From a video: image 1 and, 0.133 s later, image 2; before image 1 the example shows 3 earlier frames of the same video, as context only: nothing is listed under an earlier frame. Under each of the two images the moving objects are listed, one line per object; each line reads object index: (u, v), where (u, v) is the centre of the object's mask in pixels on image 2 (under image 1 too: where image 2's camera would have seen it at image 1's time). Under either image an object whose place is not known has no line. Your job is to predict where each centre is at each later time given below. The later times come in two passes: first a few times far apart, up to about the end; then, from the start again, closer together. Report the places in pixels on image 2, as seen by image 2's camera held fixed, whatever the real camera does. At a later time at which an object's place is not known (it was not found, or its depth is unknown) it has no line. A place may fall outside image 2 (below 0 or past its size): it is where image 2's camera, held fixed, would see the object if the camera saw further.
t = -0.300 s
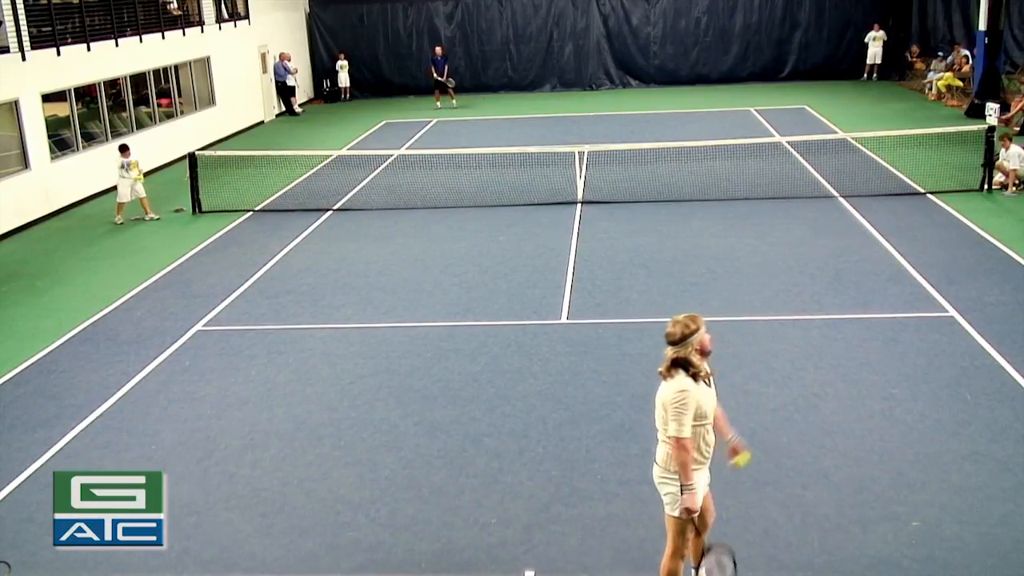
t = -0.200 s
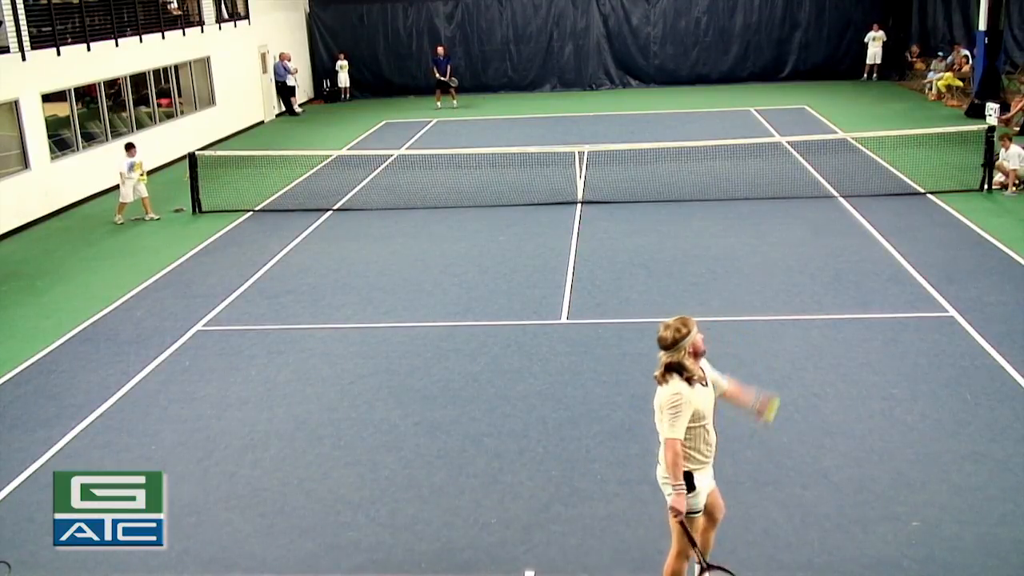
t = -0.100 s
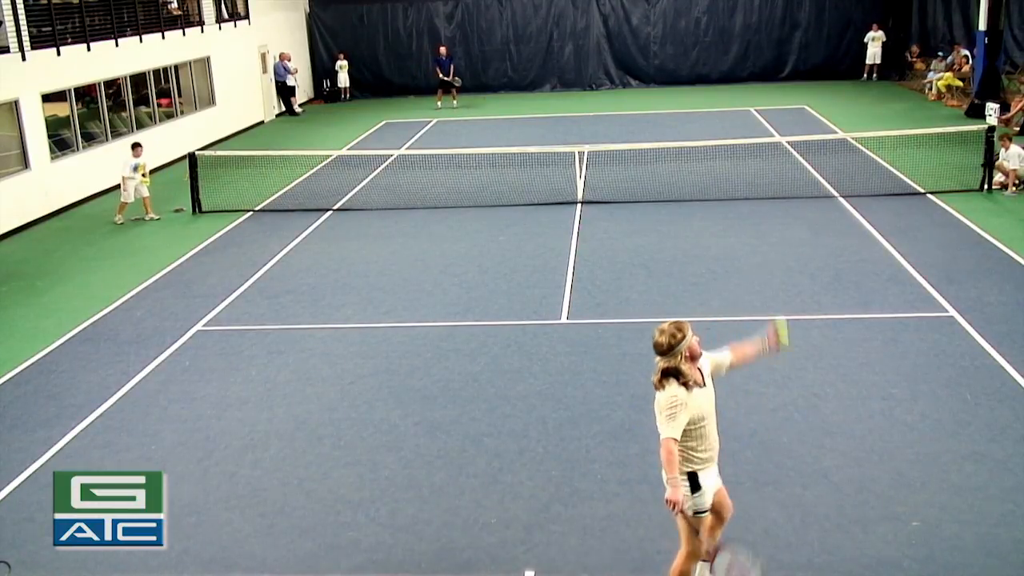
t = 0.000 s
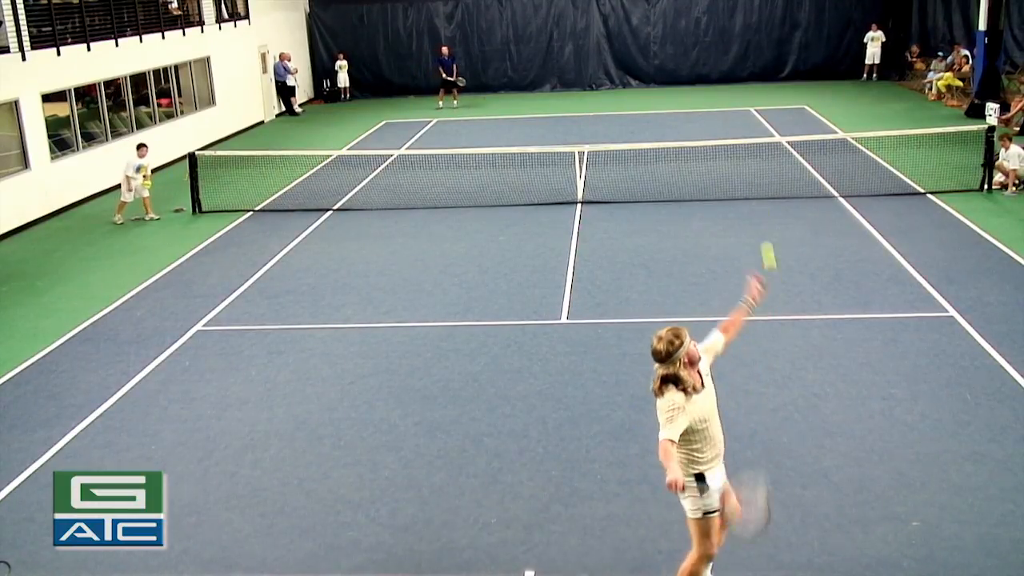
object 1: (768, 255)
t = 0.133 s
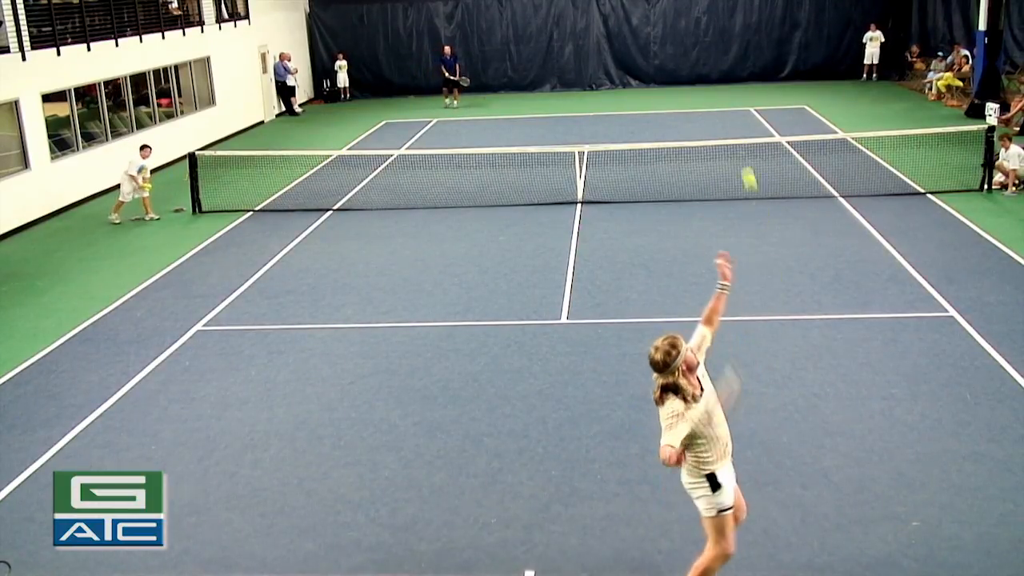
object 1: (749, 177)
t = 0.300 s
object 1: (723, 121)
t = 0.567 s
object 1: (682, 130)
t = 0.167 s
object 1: (744, 162)
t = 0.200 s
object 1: (739, 150)
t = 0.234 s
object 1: (733, 137)
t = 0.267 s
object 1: (728, 129)
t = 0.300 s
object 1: (723, 121)
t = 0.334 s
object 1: (718, 116)
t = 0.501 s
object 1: (692, 117)
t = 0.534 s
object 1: (687, 122)
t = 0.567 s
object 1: (682, 130)
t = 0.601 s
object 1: (677, 139)
